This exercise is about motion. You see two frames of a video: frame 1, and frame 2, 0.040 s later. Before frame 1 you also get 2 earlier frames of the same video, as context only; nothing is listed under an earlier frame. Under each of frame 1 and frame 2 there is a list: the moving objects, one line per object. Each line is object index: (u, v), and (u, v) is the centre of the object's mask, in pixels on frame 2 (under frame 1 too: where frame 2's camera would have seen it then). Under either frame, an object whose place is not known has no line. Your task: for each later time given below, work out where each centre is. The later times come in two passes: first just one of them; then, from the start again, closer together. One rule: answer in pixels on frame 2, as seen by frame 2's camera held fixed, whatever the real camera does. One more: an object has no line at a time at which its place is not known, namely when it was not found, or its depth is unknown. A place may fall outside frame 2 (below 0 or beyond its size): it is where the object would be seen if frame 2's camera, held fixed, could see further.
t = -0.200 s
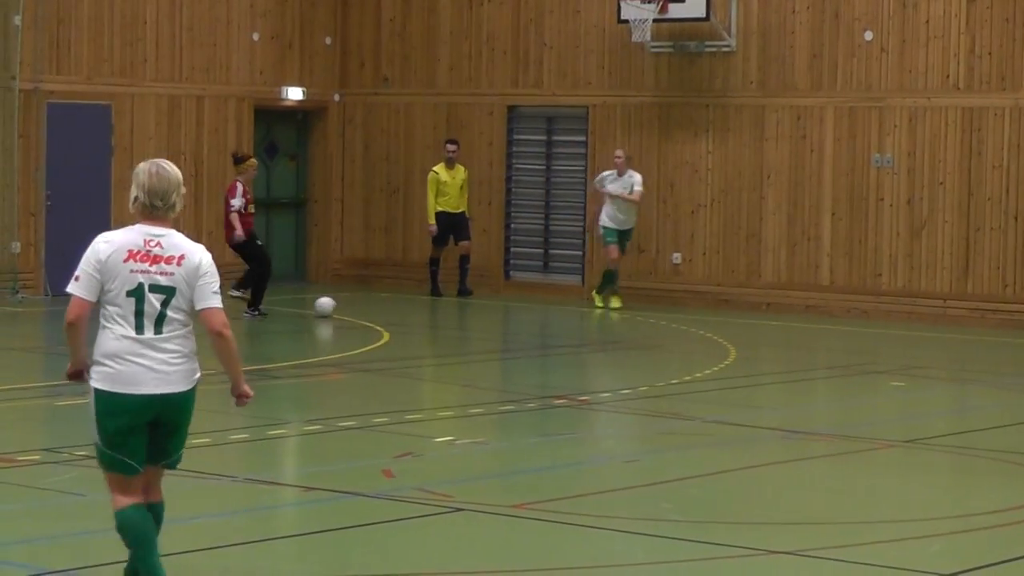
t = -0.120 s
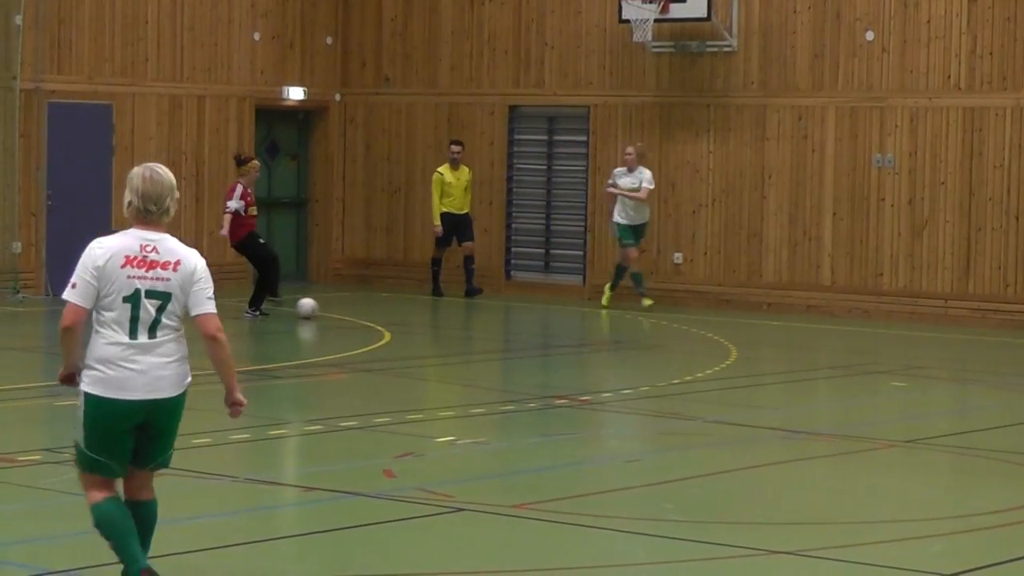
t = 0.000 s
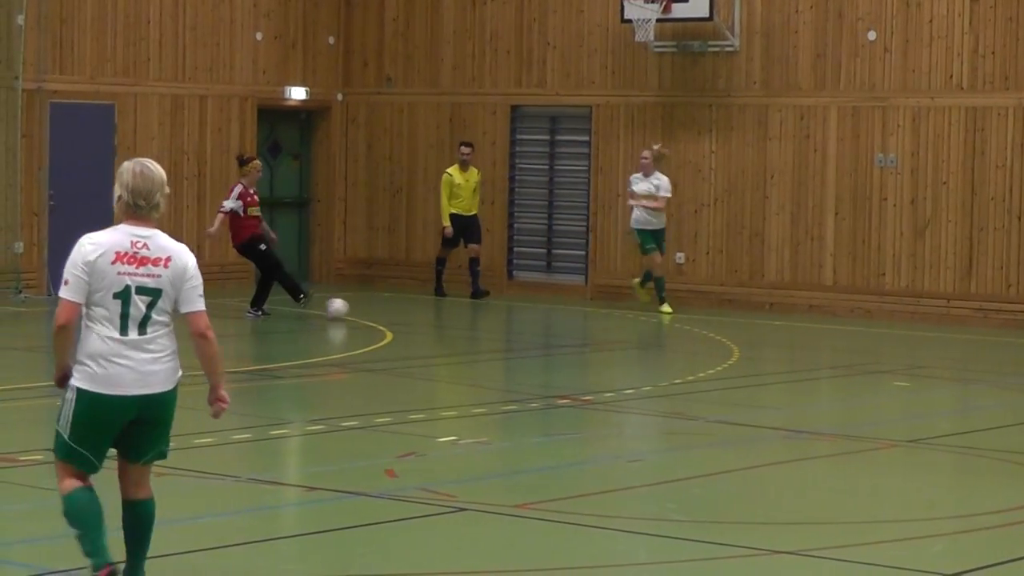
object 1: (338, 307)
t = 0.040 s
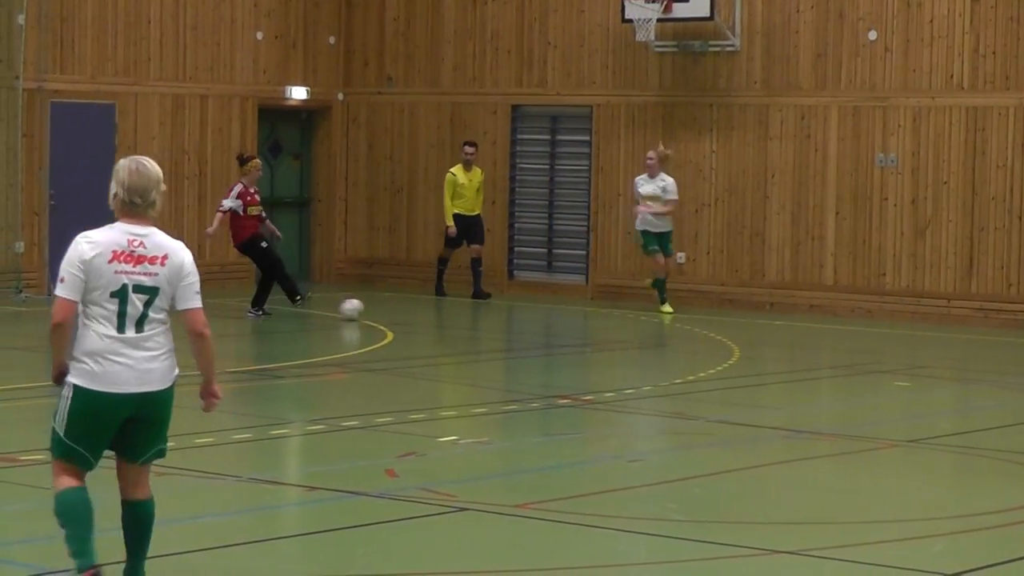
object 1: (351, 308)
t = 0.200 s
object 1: (400, 311)
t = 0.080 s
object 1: (364, 309)
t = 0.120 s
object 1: (377, 309)
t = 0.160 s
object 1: (389, 310)
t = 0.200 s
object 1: (400, 311)
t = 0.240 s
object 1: (411, 311)
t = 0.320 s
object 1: (434, 311)
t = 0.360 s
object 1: (446, 312)
